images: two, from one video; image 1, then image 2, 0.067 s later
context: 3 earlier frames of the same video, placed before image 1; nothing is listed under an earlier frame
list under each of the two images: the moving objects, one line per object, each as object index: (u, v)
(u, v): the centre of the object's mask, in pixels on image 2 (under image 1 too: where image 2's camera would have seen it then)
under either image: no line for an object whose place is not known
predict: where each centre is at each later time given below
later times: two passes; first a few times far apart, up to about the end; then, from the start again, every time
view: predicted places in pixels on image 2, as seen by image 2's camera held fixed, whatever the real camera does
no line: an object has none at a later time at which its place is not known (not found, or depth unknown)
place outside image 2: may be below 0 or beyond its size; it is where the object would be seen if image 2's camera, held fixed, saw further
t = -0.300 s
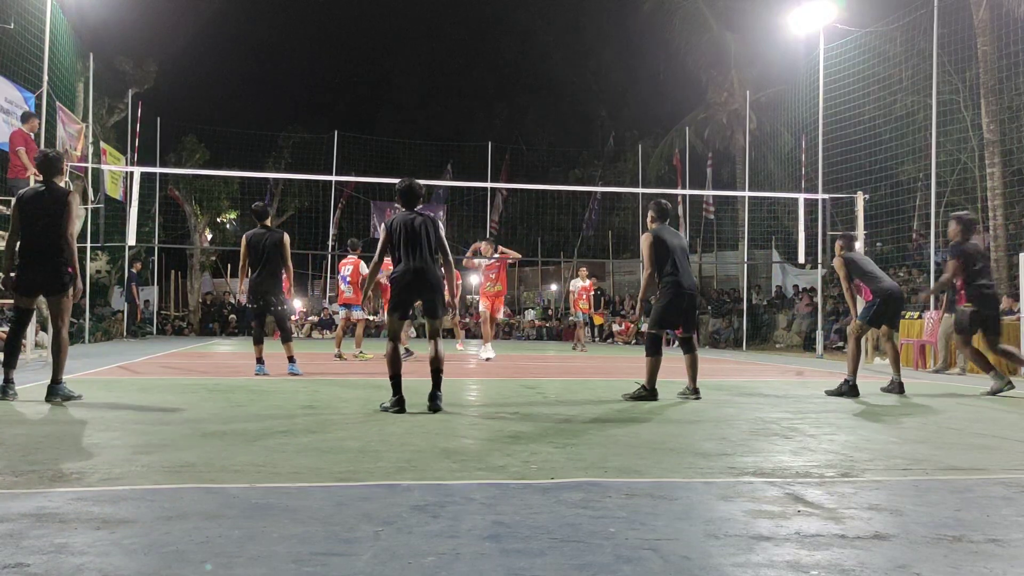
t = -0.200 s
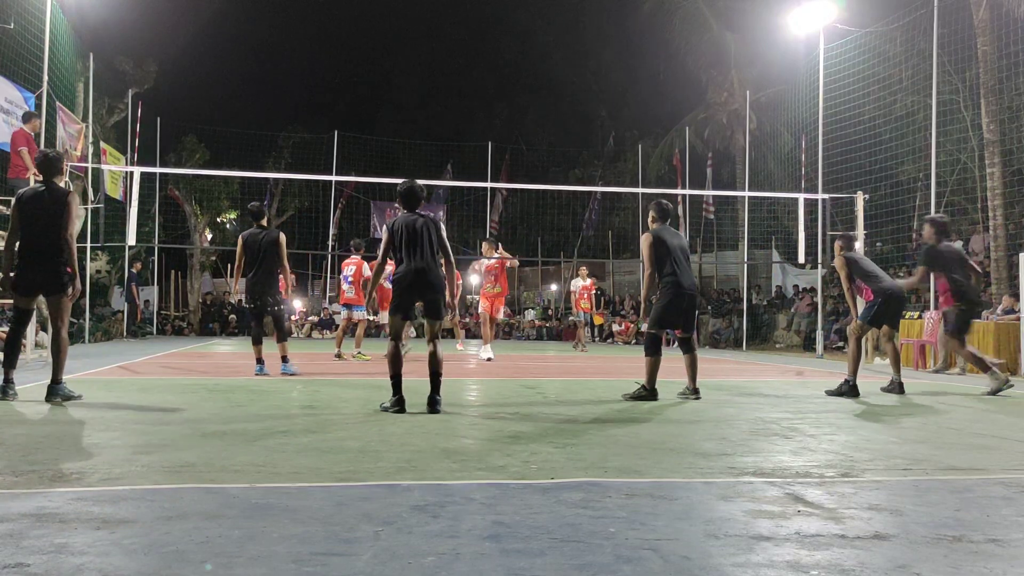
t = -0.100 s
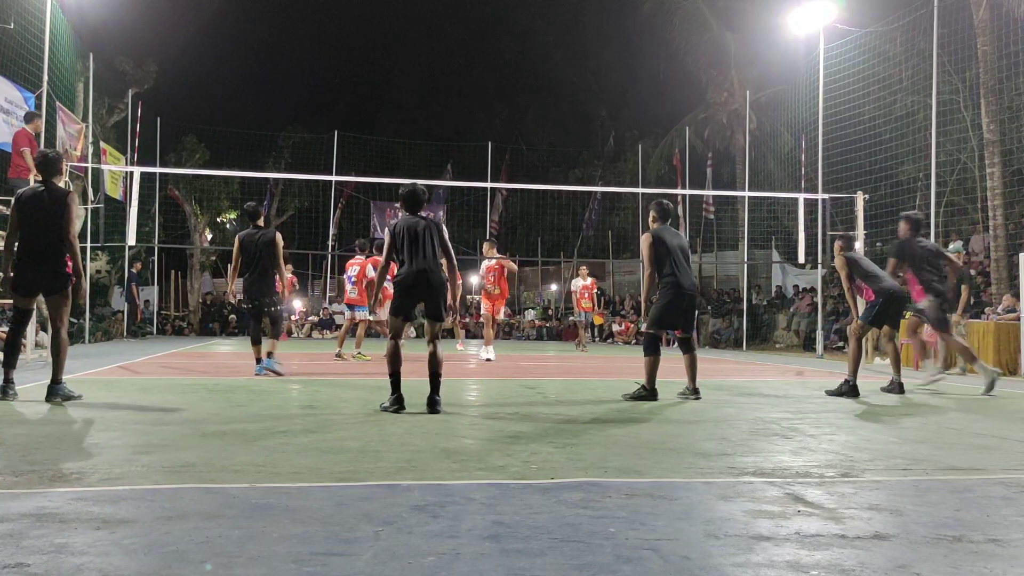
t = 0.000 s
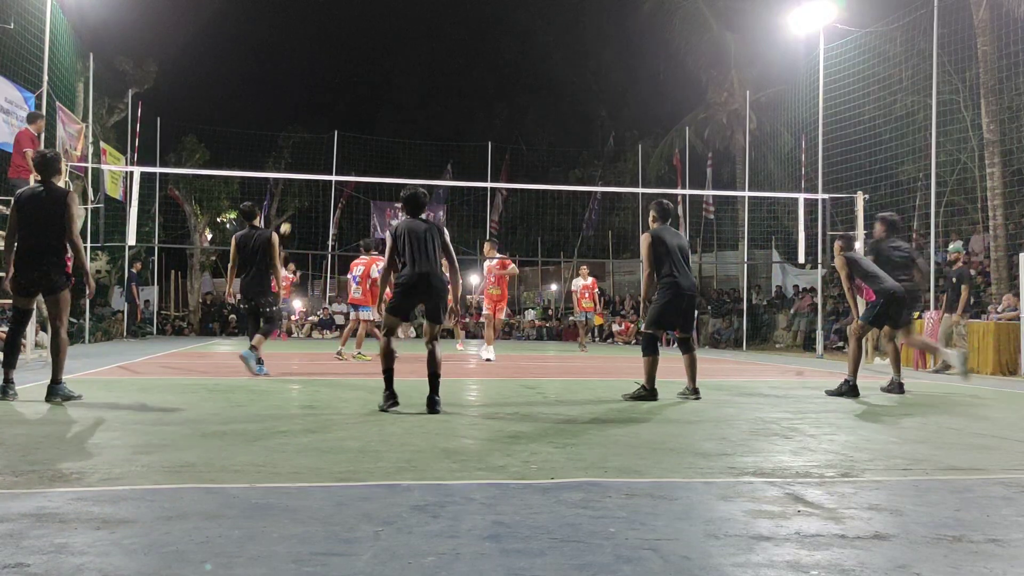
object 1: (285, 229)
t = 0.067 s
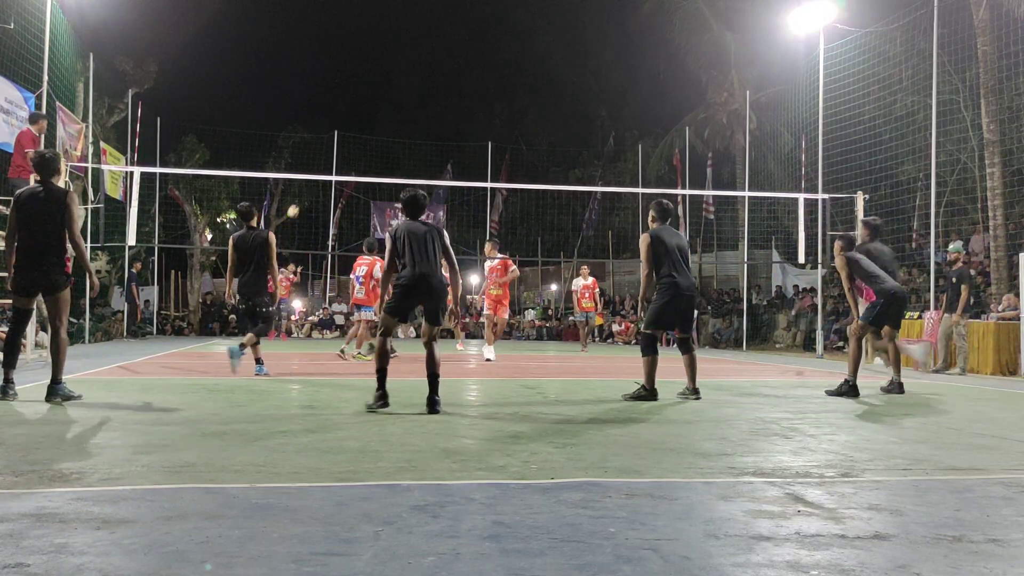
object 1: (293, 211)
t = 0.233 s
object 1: (315, 170)
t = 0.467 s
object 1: (347, 130)
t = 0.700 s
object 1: (384, 112)
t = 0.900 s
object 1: (427, 124)
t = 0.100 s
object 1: (297, 203)
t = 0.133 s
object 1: (301, 195)
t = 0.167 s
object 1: (306, 187)
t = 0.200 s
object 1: (310, 179)
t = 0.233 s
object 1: (315, 170)
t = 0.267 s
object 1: (319, 164)
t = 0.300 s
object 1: (323, 157)
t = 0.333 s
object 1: (328, 151)
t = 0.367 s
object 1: (333, 145)
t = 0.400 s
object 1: (337, 139)
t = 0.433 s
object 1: (342, 135)
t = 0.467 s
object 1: (347, 130)
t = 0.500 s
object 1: (352, 126)
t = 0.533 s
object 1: (357, 122)
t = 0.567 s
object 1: (363, 119)
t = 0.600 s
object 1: (368, 116)
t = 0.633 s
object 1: (373, 114)
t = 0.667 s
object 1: (378, 112)
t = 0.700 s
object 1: (384, 112)
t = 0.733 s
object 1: (390, 112)
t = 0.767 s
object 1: (396, 113)
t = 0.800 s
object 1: (403, 114)
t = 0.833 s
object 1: (410, 116)
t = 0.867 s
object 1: (419, 120)
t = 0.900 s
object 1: (427, 124)
